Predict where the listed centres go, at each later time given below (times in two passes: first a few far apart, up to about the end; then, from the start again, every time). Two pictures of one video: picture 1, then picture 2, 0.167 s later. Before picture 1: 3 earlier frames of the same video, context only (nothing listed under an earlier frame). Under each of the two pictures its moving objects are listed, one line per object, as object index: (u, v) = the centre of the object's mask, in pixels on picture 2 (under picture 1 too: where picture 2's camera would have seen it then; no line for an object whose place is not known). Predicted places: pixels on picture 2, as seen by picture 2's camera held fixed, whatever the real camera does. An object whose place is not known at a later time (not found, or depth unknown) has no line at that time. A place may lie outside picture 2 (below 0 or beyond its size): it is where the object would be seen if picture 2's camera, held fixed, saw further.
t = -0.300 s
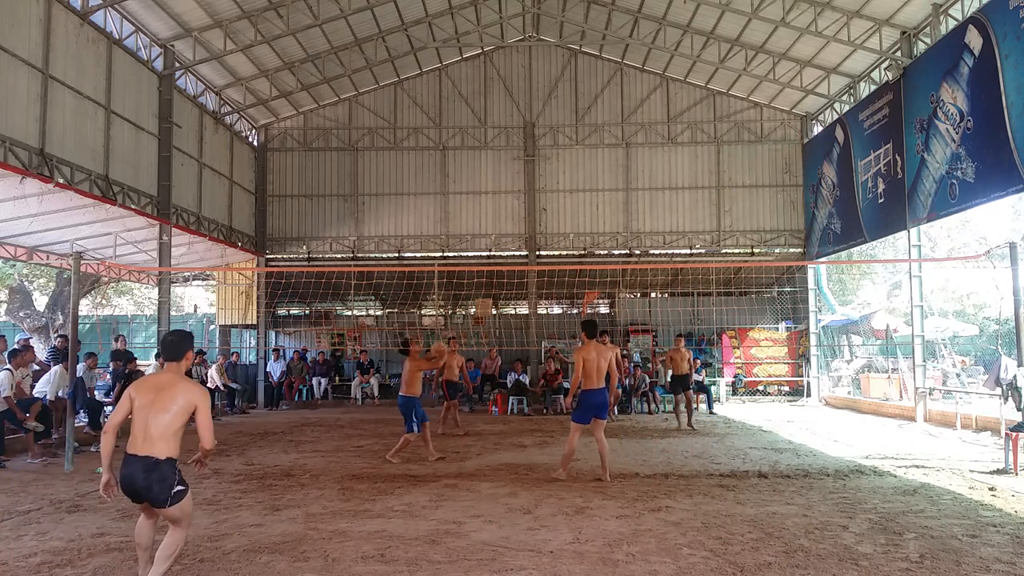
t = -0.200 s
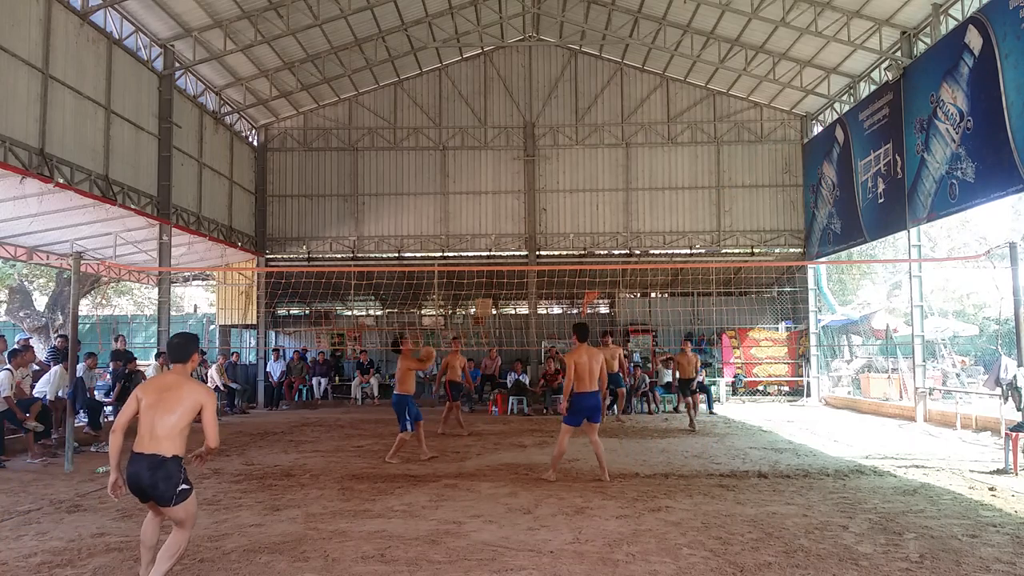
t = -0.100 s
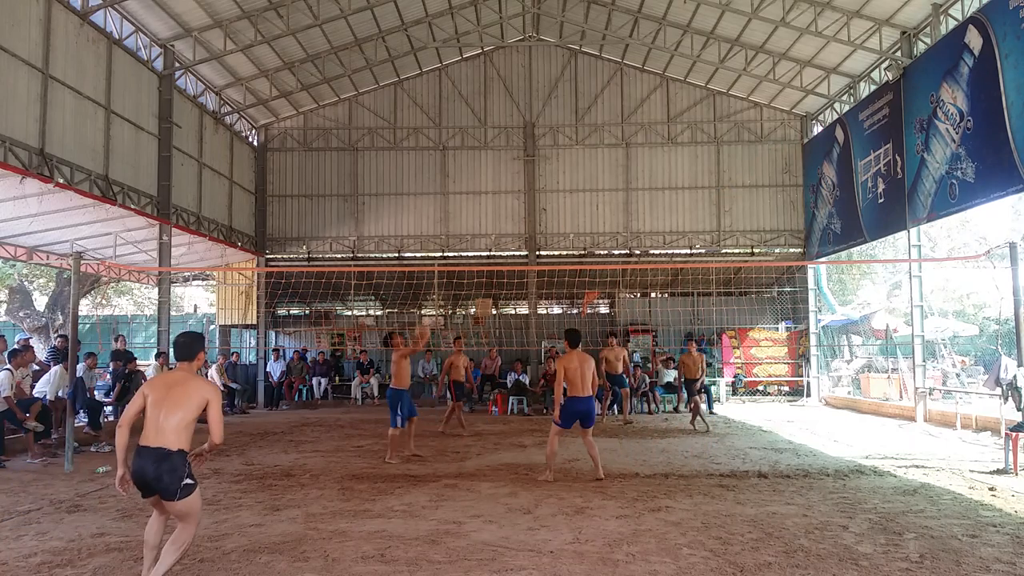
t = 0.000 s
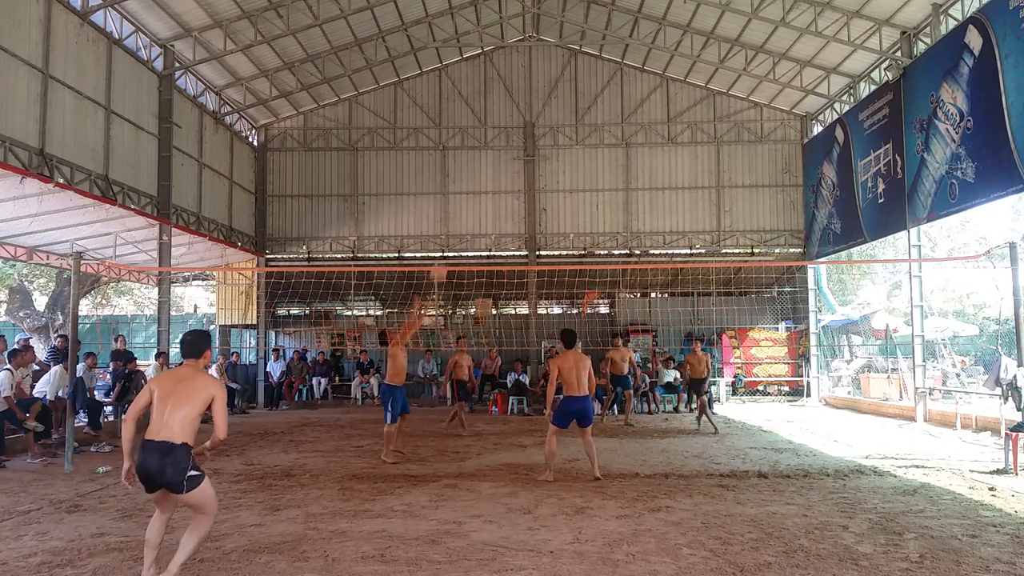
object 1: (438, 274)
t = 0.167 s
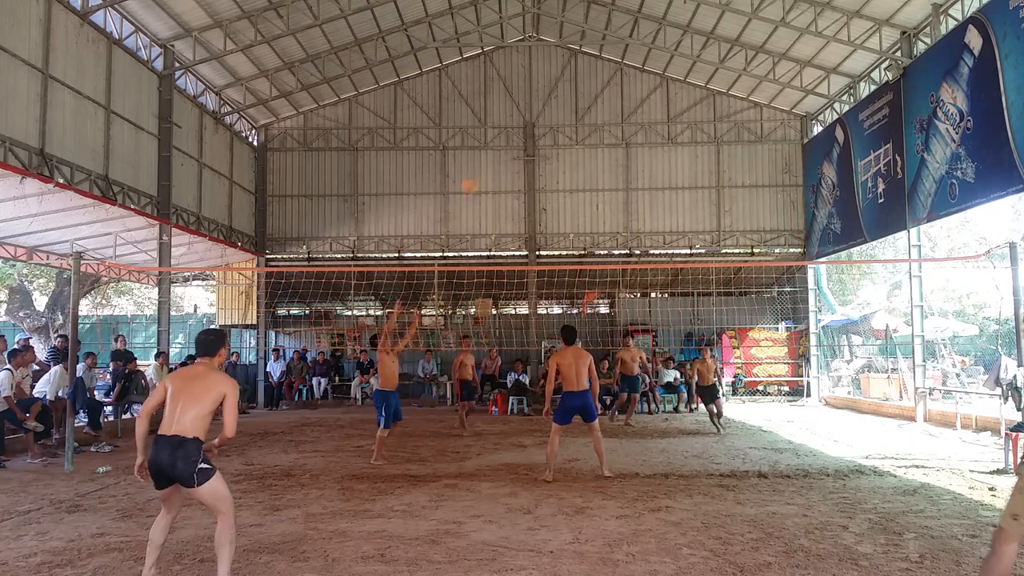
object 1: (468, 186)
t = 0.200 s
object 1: (475, 171)
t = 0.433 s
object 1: (520, 89)
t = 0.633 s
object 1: (557, 51)
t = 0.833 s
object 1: (593, 42)
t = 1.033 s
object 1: (630, 60)
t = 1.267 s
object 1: (673, 120)
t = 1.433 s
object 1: (704, 186)
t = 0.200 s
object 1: (475, 171)
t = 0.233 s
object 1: (481, 156)
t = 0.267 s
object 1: (488, 144)
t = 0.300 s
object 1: (494, 131)
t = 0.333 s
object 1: (501, 120)
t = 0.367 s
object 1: (507, 109)
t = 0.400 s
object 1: (513, 99)
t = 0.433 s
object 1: (520, 89)
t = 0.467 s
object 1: (526, 81)
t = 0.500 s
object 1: (531, 74)
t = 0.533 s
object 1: (538, 67)
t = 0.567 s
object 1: (544, 61)
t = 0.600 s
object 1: (551, 56)
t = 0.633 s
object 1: (557, 51)
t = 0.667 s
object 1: (563, 48)
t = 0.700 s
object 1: (569, 45)
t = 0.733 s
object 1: (574, 43)
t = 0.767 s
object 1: (581, 41)
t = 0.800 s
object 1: (587, 41)
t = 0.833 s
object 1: (593, 42)
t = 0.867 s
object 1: (599, 43)
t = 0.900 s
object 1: (605, 45)
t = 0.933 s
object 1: (612, 47)
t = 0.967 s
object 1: (618, 51)
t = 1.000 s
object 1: (624, 55)
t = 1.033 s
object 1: (630, 60)
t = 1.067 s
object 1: (636, 66)
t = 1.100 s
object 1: (642, 73)
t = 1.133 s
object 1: (648, 81)
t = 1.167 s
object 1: (655, 90)
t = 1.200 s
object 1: (660, 99)
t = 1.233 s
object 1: (667, 109)
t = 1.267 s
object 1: (673, 120)
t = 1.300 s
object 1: (679, 132)
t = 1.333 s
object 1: (685, 144)
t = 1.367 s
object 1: (692, 157)
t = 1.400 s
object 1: (698, 171)
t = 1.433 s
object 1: (704, 186)
